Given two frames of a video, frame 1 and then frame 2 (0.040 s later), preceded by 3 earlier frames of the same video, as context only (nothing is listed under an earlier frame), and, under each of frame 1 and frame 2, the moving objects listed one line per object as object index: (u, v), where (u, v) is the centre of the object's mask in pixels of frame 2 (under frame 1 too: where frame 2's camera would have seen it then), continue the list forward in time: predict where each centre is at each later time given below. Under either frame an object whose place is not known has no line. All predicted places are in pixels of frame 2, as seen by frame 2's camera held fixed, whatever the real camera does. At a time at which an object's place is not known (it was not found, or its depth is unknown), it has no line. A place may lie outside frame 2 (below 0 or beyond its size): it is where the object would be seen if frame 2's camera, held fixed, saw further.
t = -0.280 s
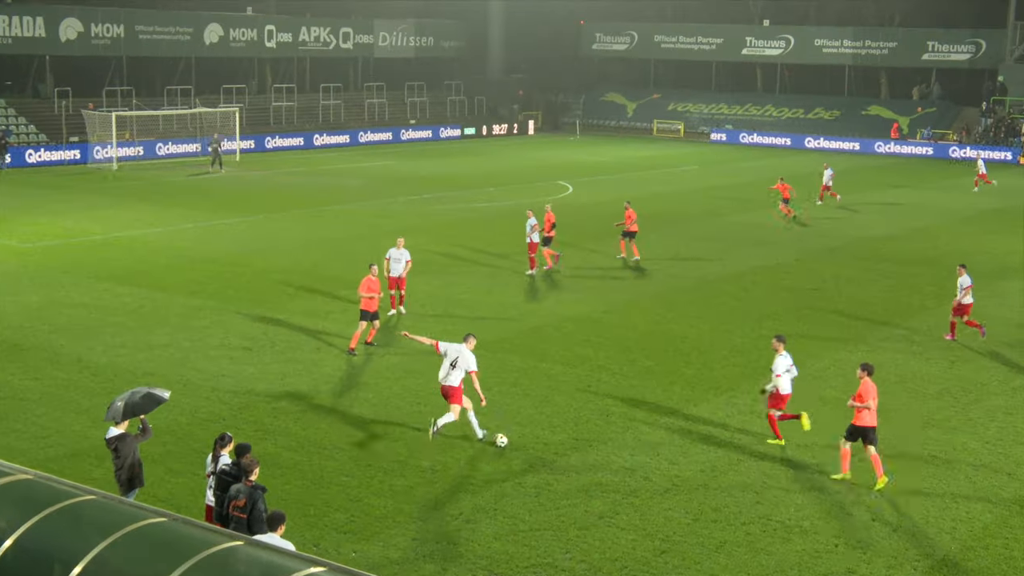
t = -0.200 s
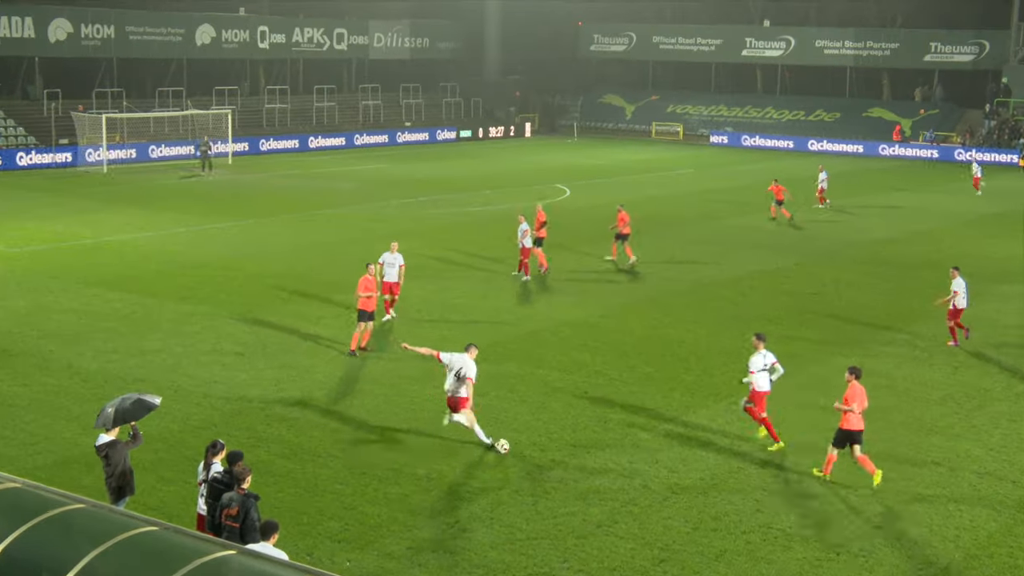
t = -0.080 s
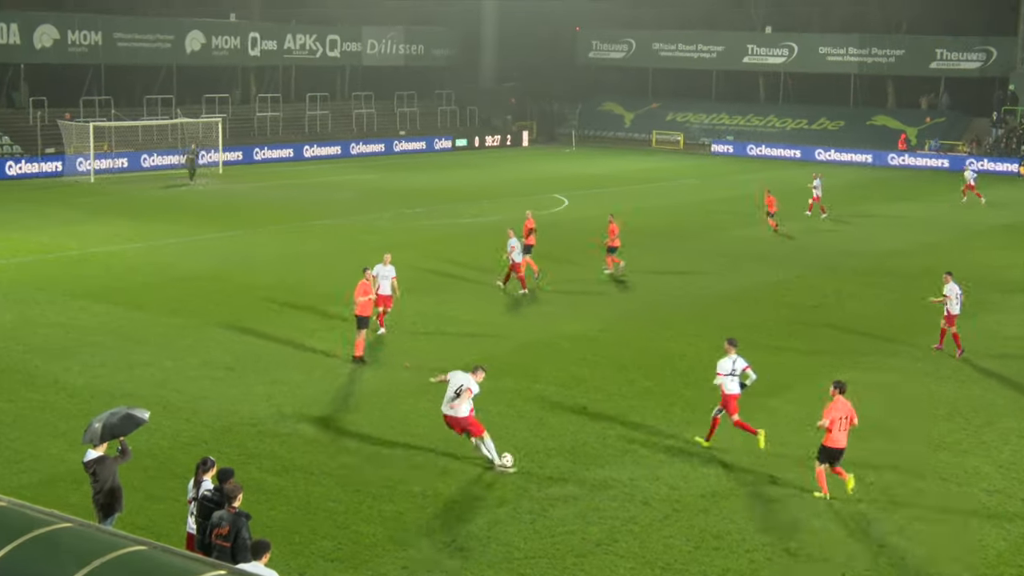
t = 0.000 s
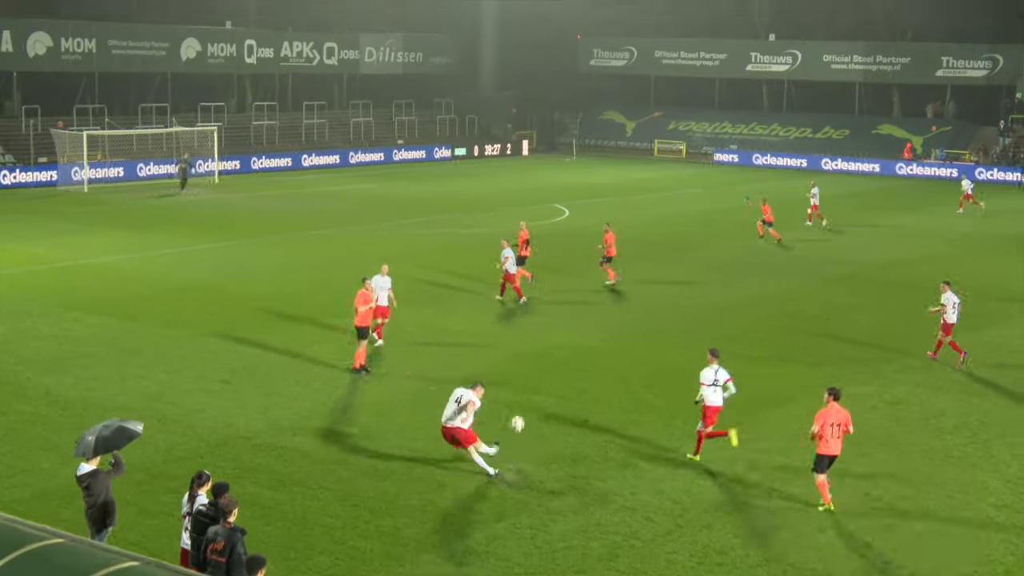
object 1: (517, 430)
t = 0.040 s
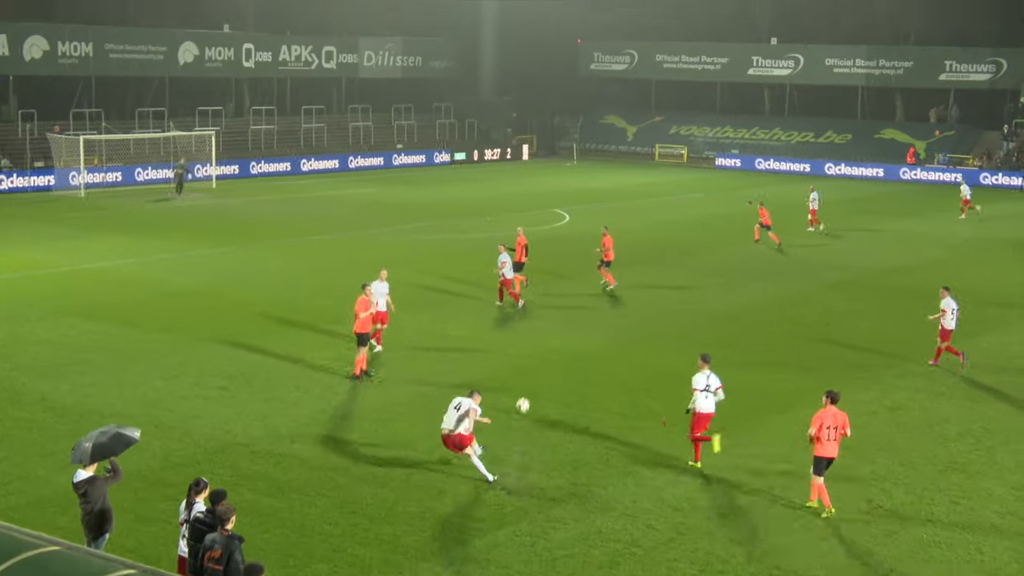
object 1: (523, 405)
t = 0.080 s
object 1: (527, 383)
